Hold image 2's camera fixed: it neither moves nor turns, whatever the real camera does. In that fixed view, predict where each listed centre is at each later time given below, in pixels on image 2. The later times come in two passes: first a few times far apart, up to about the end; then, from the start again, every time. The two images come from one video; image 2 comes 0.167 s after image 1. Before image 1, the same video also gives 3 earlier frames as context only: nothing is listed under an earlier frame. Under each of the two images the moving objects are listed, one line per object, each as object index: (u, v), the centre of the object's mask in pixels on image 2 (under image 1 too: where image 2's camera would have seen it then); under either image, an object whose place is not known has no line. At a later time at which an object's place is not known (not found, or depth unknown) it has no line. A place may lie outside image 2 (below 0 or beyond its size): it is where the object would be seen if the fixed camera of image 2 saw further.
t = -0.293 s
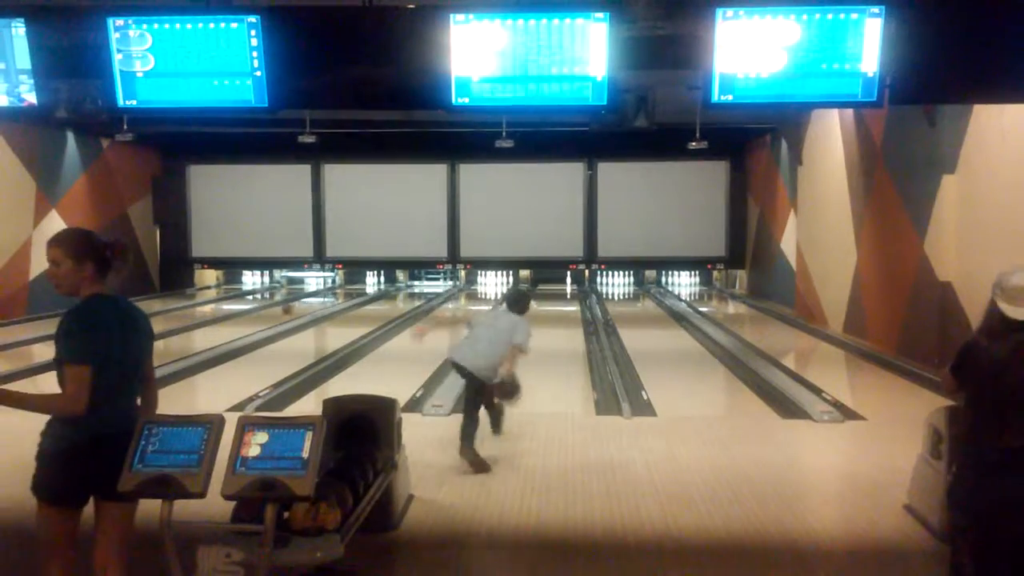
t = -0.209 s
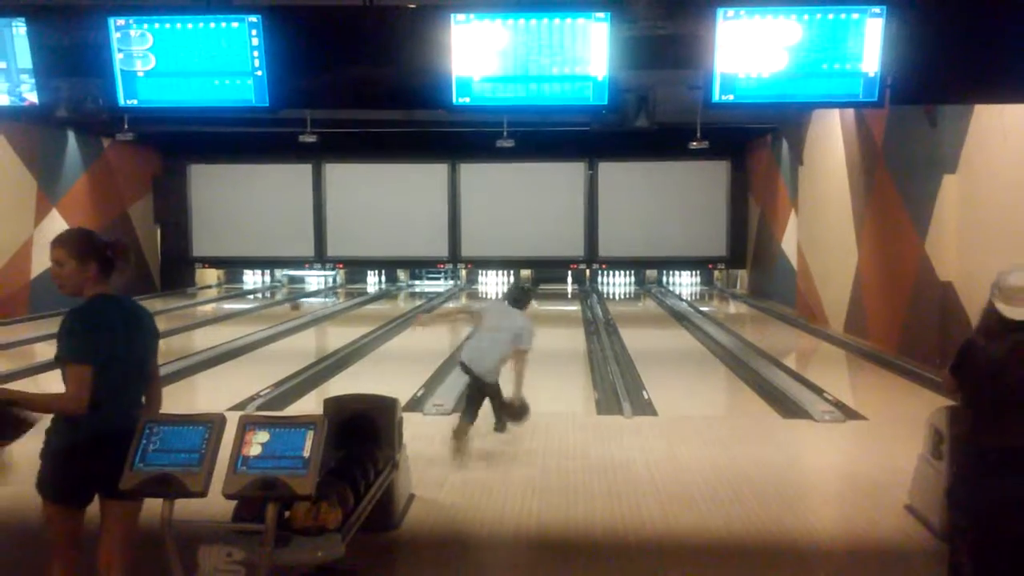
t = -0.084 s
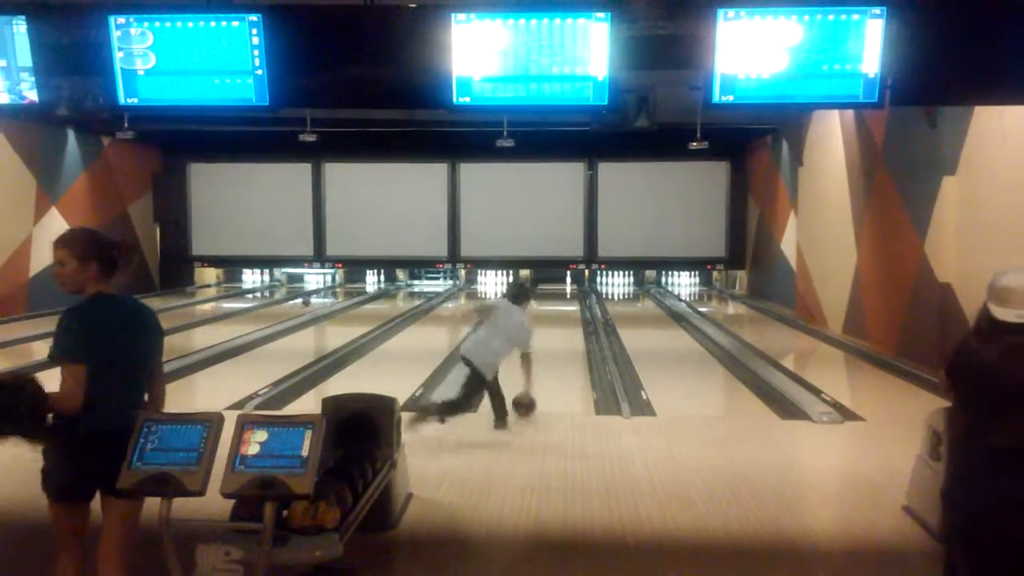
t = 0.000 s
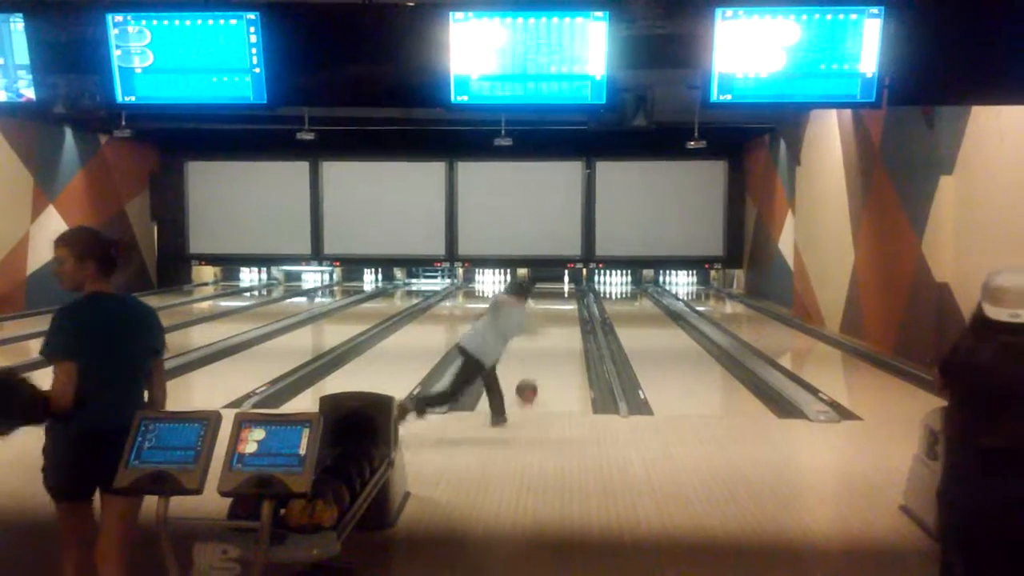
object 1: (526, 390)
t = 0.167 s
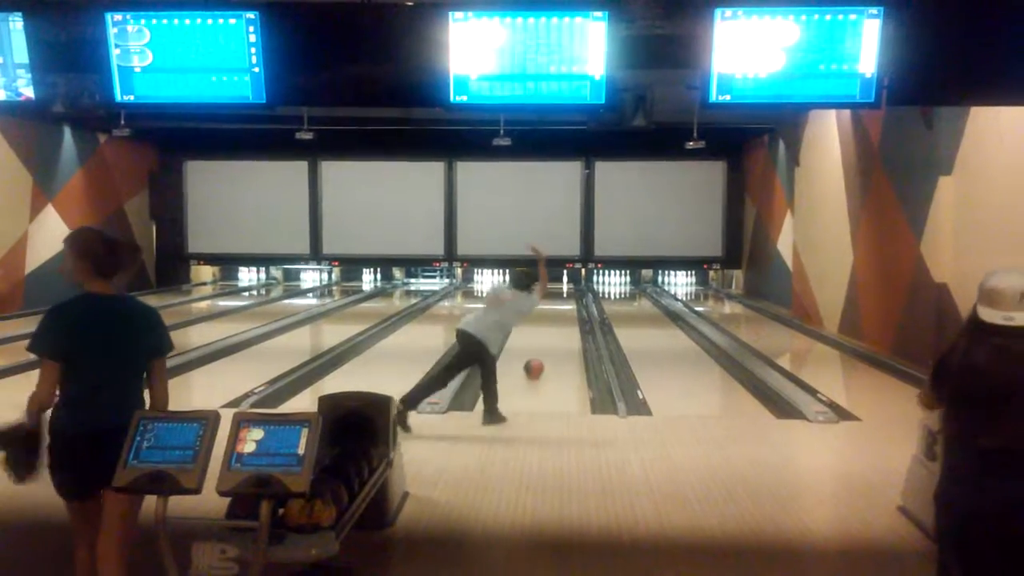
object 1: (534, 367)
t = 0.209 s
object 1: (535, 363)
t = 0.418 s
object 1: (542, 344)
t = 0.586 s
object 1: (546, 334)
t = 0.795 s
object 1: (550, 320)
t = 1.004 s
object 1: (553, 311)
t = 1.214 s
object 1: (556, 303)
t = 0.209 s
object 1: (535, 363)
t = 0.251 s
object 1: (537, 359)
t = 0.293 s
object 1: (538, 354)
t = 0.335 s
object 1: (540, 351)
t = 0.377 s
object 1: (541, 347)
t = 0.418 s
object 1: (542, 344)
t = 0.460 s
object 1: (543, 341)
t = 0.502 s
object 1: (544, 338)
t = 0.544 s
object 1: (545, 336)
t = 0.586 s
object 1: (546, 334)
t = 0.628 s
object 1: (546, 331)
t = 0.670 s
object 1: (547, 327)
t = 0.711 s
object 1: (549, 325)
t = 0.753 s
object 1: (549, 322)
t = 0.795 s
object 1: (550, 320)
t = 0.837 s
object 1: (551, 318)
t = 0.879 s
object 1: (551, 316)
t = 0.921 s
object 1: (552, 314)
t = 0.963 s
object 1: (552, 313)
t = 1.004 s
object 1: (553, 311)
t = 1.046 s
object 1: (554, 311)
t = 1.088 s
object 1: (555, 309)
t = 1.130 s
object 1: (555, 306)
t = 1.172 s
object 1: (555, 304)
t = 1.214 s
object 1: (556, 303)
